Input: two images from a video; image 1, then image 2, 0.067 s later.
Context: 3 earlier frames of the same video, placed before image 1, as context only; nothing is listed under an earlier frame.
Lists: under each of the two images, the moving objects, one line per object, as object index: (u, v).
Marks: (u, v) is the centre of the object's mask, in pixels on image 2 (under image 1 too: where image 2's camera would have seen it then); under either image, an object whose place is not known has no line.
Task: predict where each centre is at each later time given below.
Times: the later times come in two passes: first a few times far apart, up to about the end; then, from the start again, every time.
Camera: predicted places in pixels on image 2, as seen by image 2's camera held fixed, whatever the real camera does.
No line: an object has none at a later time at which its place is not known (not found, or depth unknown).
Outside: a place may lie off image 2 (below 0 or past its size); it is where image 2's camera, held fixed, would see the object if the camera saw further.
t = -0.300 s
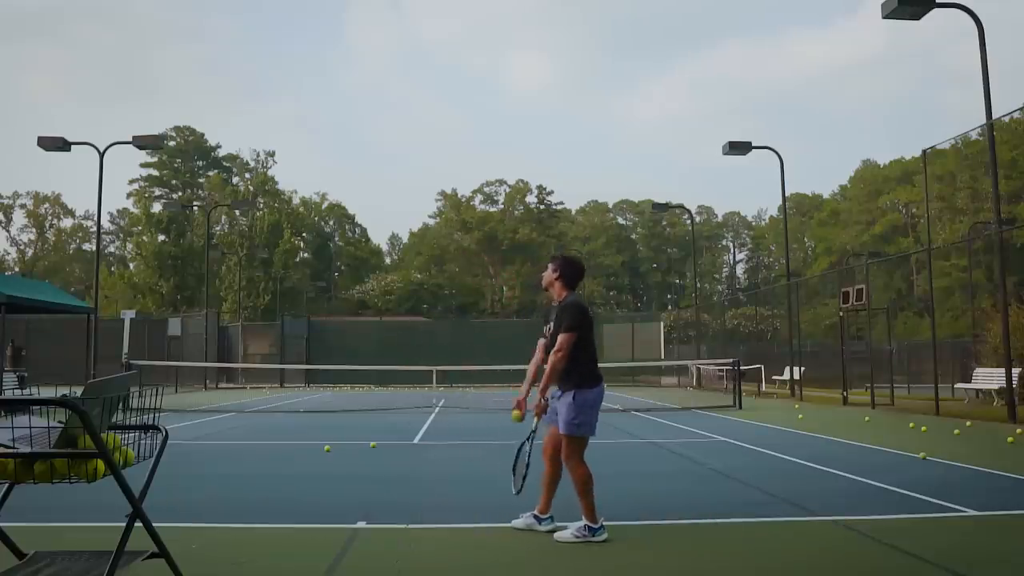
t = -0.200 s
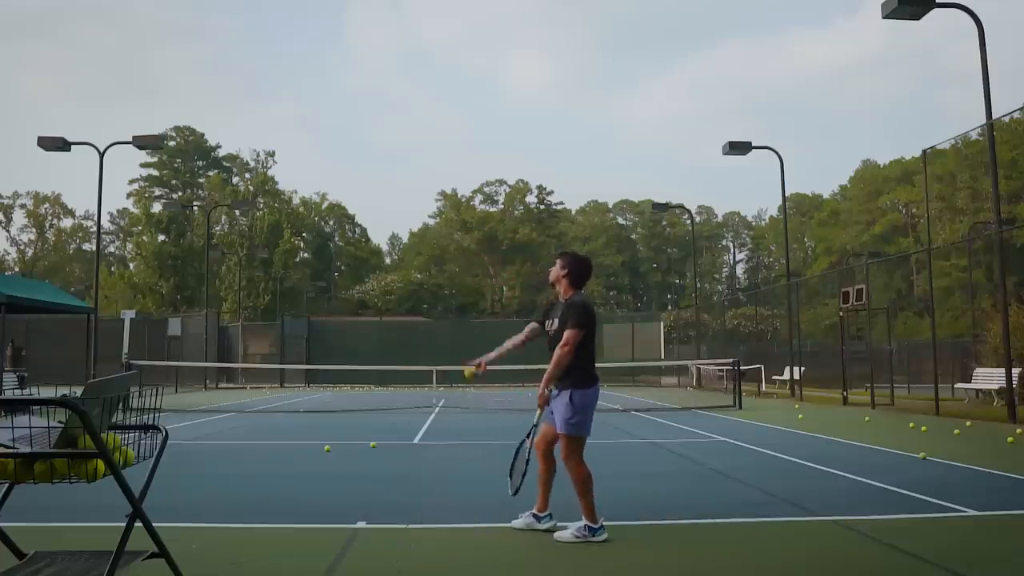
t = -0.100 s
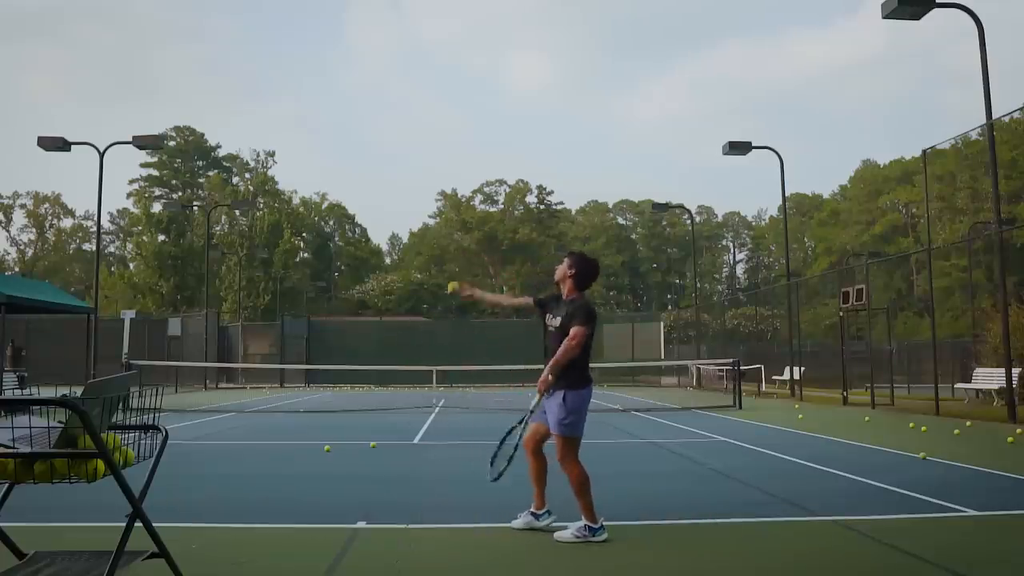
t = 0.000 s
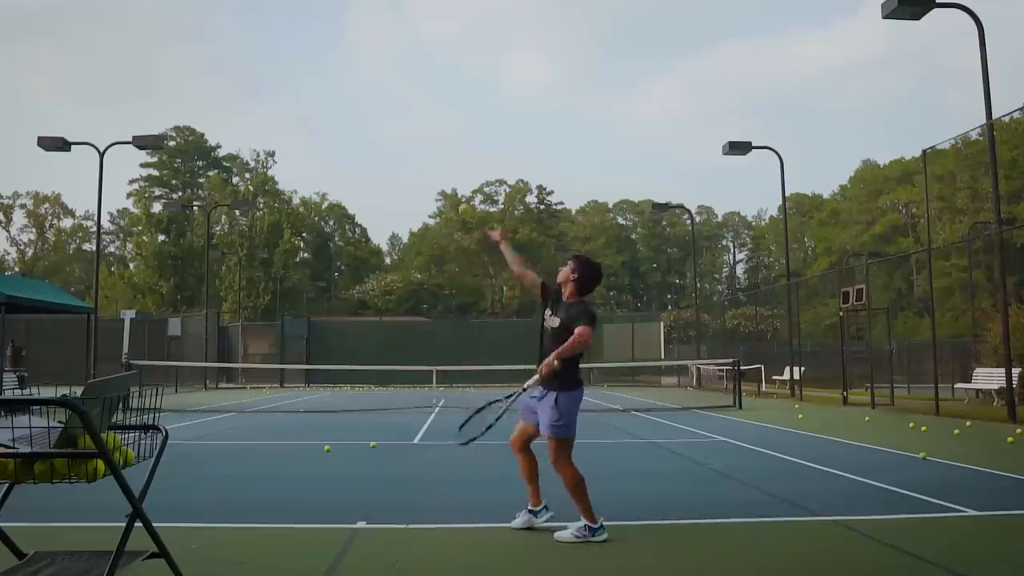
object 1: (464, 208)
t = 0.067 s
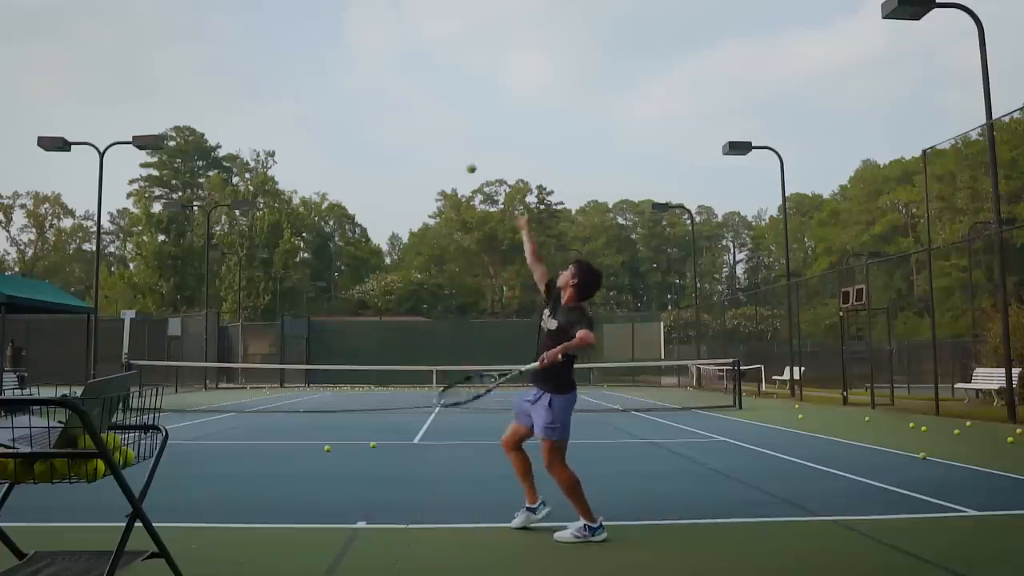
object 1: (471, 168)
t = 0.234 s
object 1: (487, 98)
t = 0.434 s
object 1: (506, 71)
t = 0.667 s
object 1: (528, 107)
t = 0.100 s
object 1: (474, 151)
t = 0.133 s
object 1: (478, 134)
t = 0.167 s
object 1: (480, 121)
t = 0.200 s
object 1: (484, 109)
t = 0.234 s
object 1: (487, 98)
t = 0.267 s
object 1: (491, 89)
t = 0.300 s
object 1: (493, 83)
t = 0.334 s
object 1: (496, 76)
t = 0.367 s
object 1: (500, 73)
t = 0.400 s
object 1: (503, 71)
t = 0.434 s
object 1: (506, 71)
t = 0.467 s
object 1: (509, 71)
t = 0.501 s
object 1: (512, 73)
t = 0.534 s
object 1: (516, 77)
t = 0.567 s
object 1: (518, 82)
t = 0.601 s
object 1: (521, 89)
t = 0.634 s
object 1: (524, 97)
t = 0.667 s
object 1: (528, 107)
